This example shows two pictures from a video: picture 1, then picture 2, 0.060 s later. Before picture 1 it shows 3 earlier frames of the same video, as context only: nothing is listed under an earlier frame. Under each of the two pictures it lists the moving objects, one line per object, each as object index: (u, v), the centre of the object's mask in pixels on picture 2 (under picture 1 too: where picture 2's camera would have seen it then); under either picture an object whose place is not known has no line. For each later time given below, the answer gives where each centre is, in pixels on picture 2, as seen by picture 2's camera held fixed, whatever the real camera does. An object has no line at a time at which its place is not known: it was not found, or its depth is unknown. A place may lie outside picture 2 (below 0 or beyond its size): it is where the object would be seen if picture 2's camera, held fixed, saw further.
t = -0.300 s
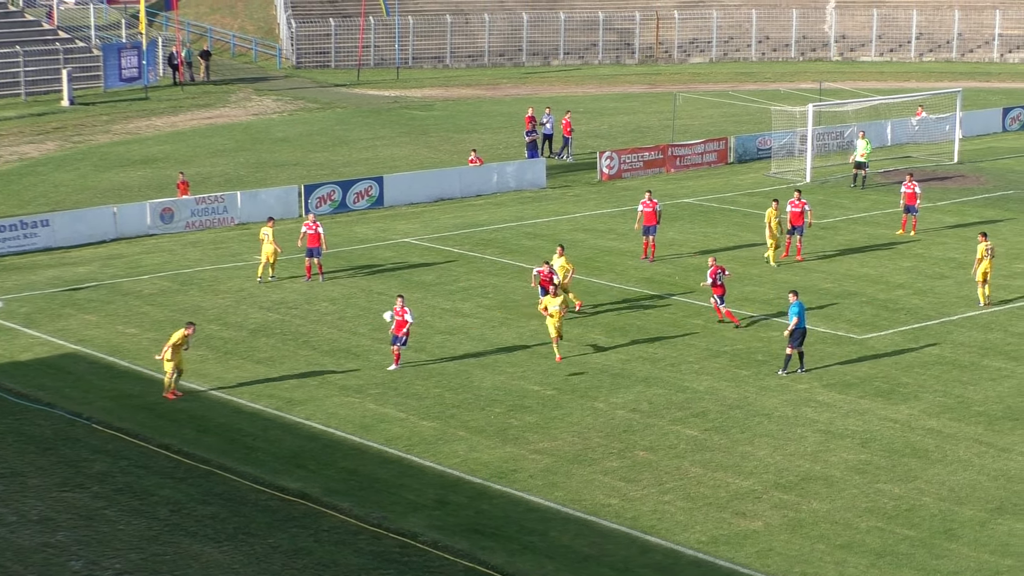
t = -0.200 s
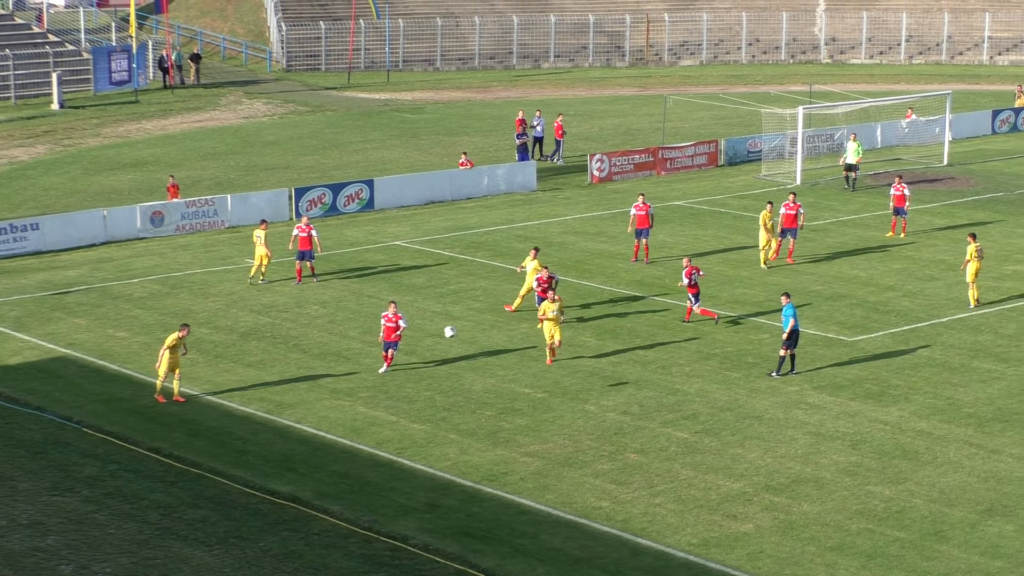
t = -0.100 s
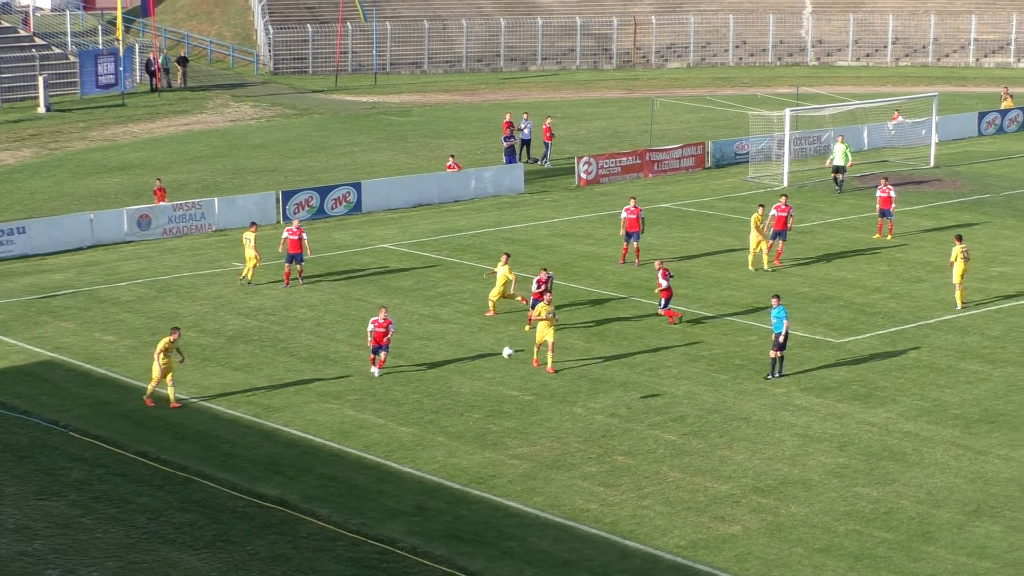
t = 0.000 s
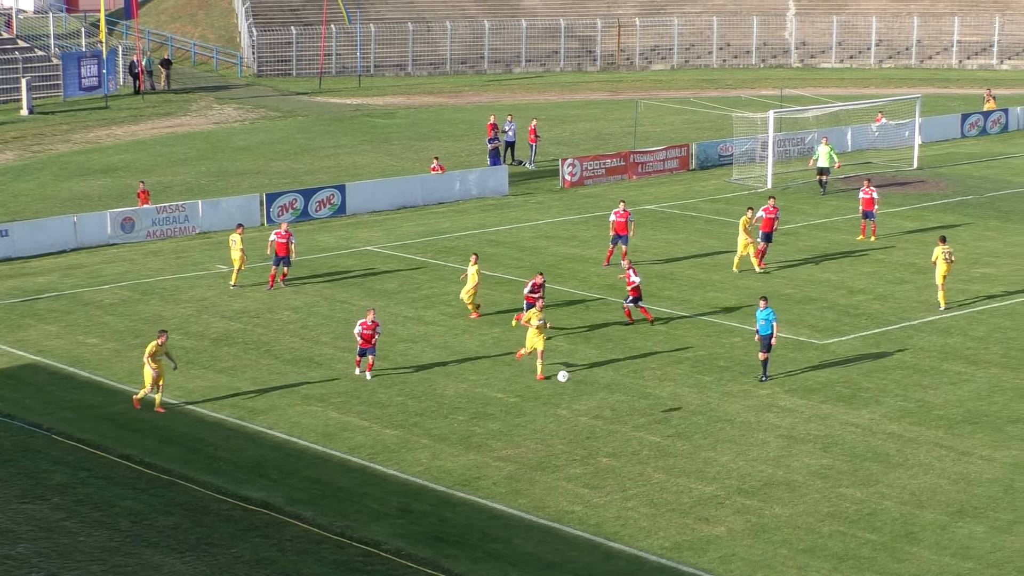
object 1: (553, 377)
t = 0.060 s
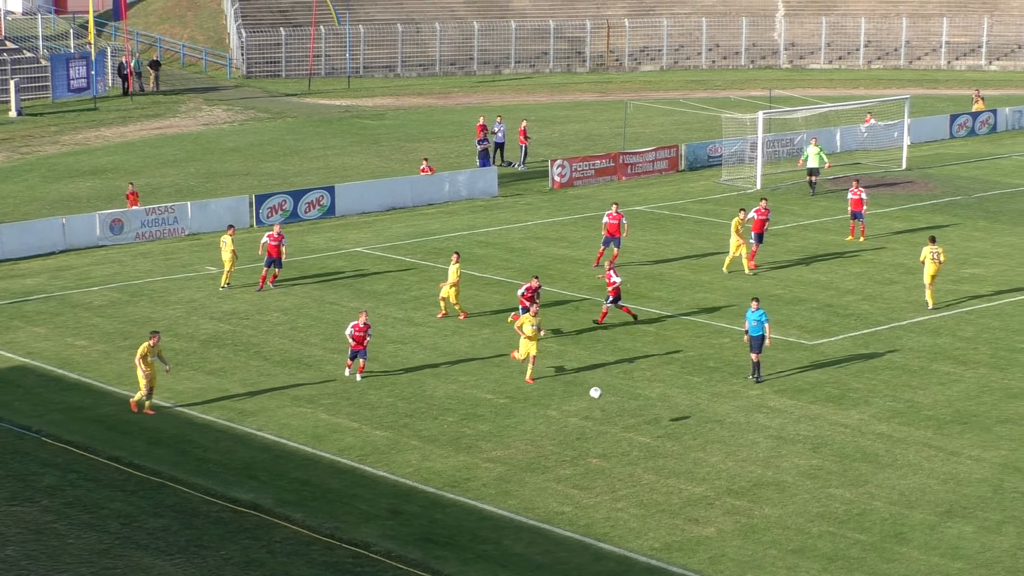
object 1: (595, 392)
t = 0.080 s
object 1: (610, 398)
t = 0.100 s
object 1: (624, 403)
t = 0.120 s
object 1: (638, 410)
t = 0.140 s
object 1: (652, 417)
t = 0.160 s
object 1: (667, 423)
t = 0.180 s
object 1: (681, 430)
